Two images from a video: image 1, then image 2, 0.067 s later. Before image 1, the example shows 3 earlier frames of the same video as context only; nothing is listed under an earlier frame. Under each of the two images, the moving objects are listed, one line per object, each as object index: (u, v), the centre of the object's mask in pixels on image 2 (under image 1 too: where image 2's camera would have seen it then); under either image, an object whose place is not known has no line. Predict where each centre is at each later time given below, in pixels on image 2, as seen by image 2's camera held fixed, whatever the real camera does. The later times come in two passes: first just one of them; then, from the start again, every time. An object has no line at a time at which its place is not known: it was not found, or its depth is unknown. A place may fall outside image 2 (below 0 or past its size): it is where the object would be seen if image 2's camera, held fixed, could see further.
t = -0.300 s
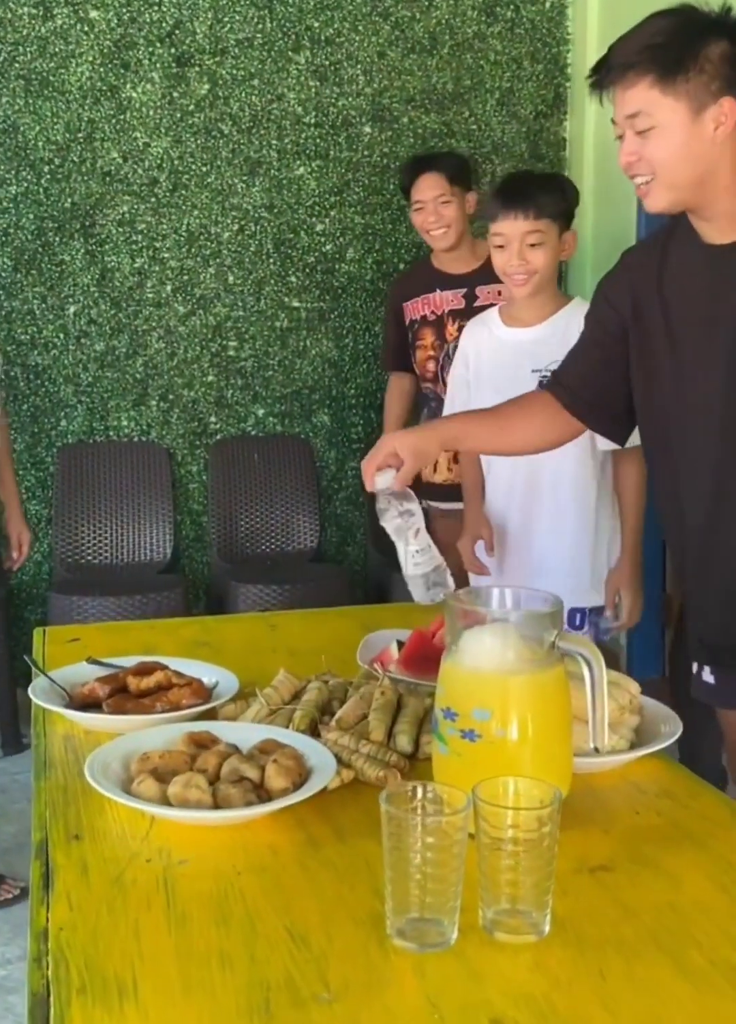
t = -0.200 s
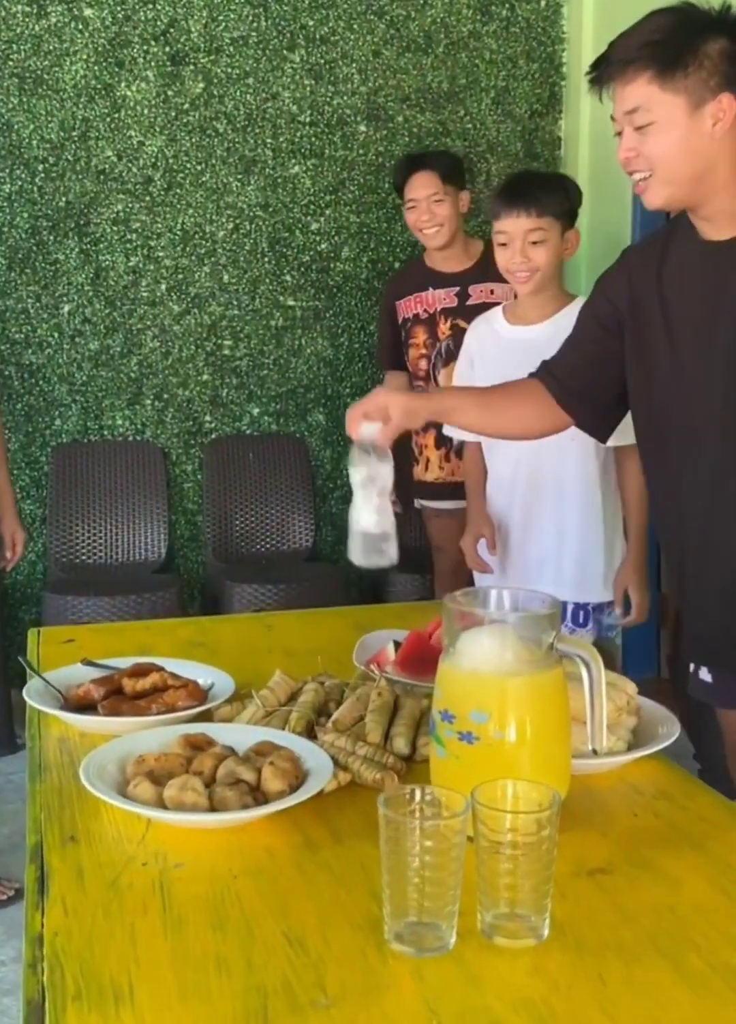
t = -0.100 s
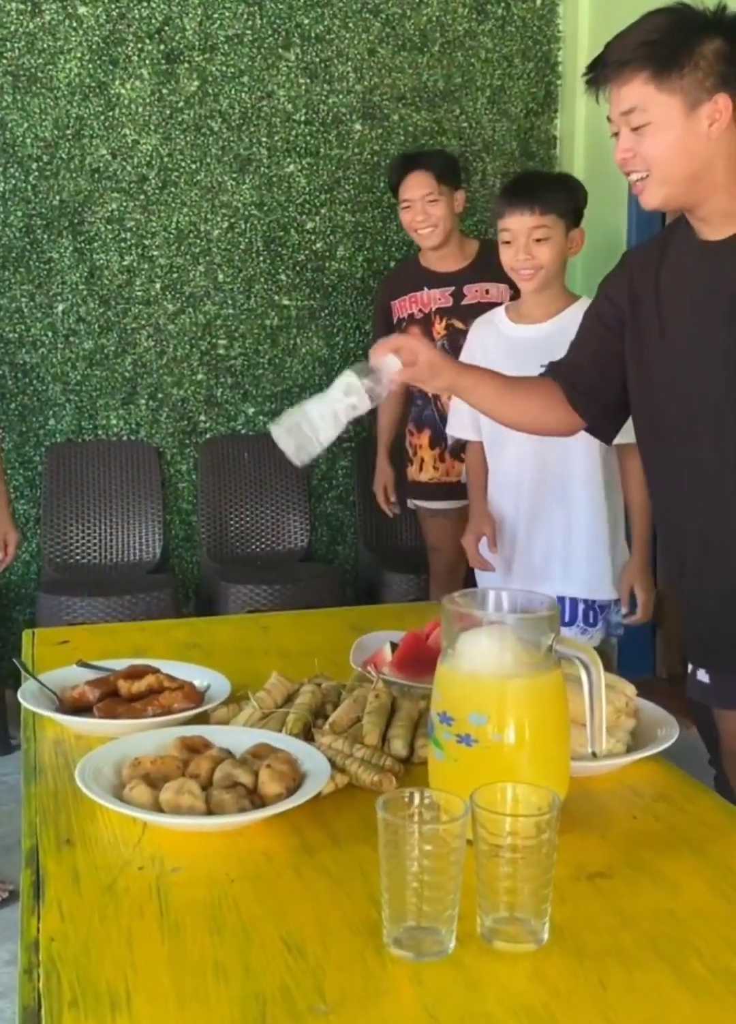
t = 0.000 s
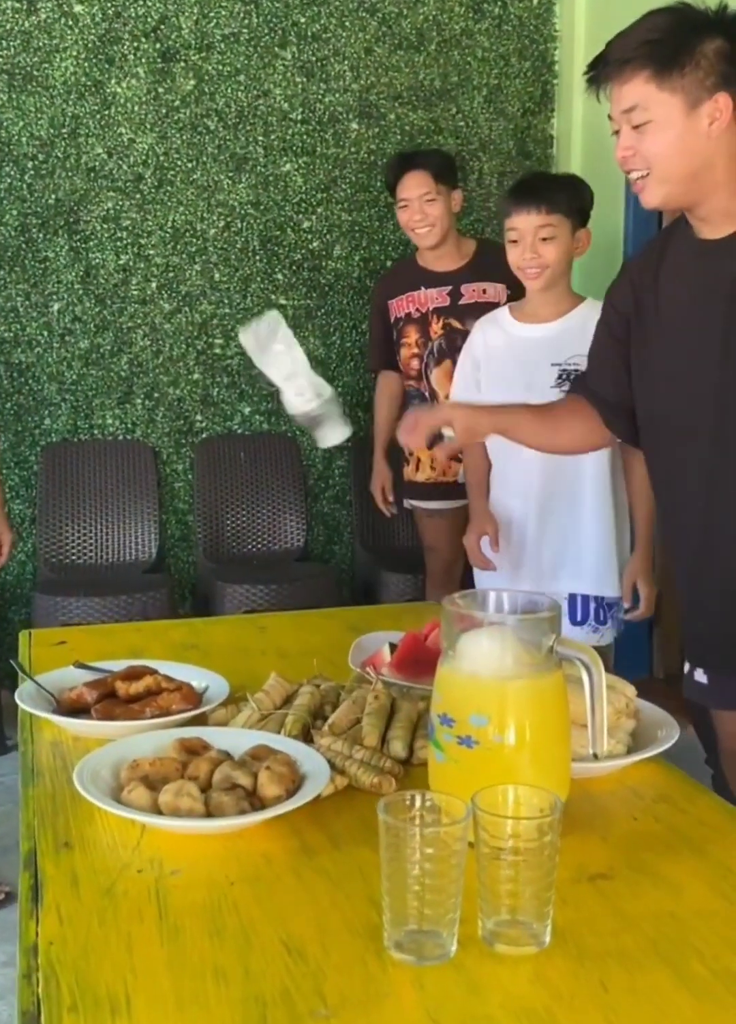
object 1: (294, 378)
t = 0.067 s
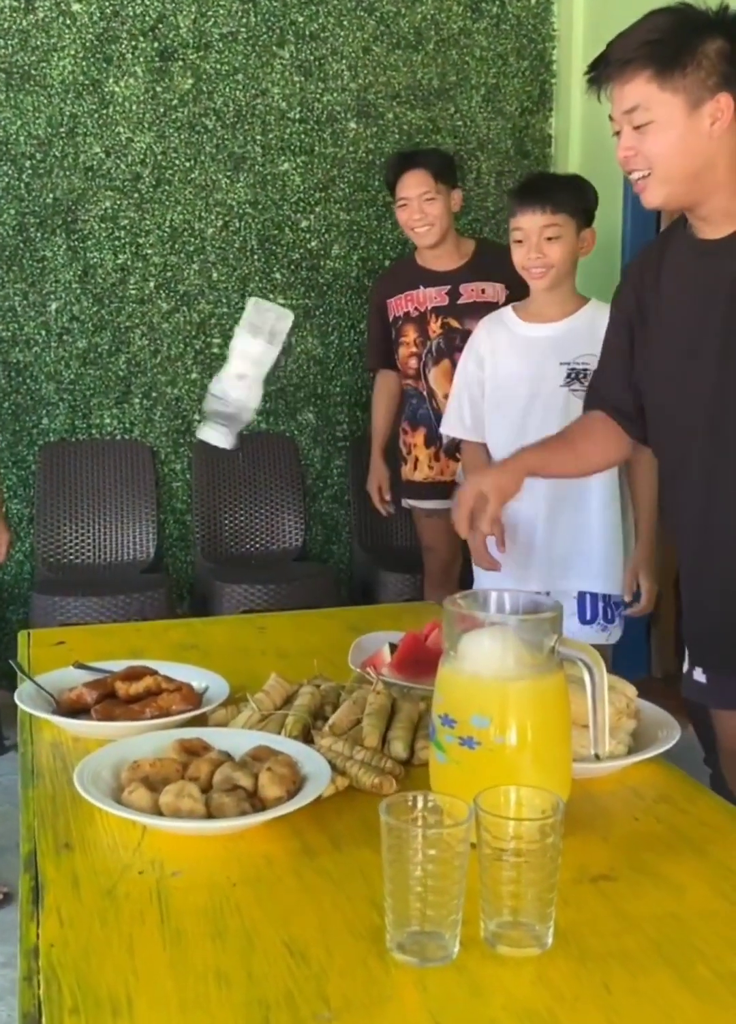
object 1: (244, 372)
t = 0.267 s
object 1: (182, 494)
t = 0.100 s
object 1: (226, 369)
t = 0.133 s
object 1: (212, 373)
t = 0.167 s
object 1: (206, 386)
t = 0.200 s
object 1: (198, 412)
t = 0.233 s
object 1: (190, 448)
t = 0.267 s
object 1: (182, 494)
